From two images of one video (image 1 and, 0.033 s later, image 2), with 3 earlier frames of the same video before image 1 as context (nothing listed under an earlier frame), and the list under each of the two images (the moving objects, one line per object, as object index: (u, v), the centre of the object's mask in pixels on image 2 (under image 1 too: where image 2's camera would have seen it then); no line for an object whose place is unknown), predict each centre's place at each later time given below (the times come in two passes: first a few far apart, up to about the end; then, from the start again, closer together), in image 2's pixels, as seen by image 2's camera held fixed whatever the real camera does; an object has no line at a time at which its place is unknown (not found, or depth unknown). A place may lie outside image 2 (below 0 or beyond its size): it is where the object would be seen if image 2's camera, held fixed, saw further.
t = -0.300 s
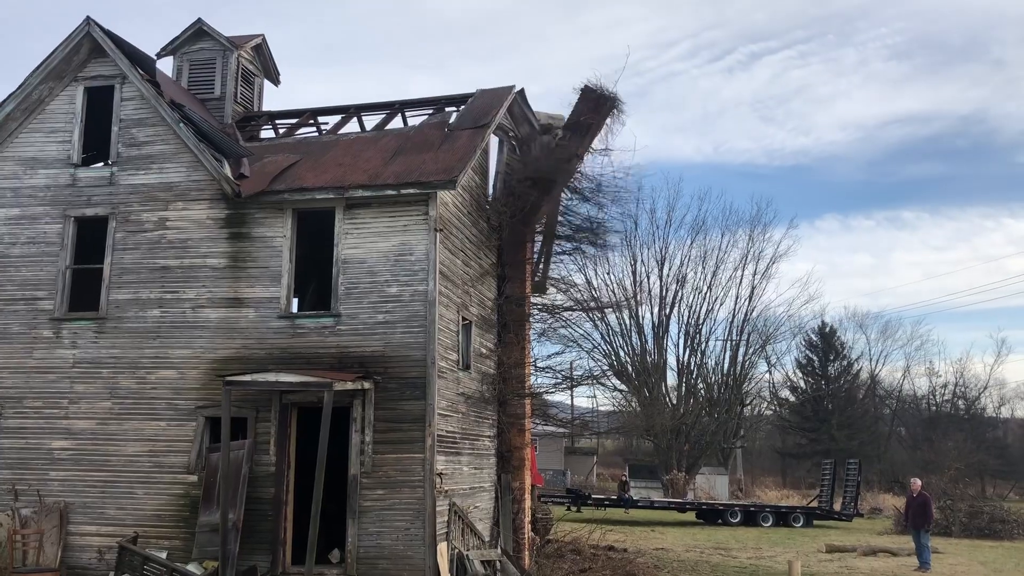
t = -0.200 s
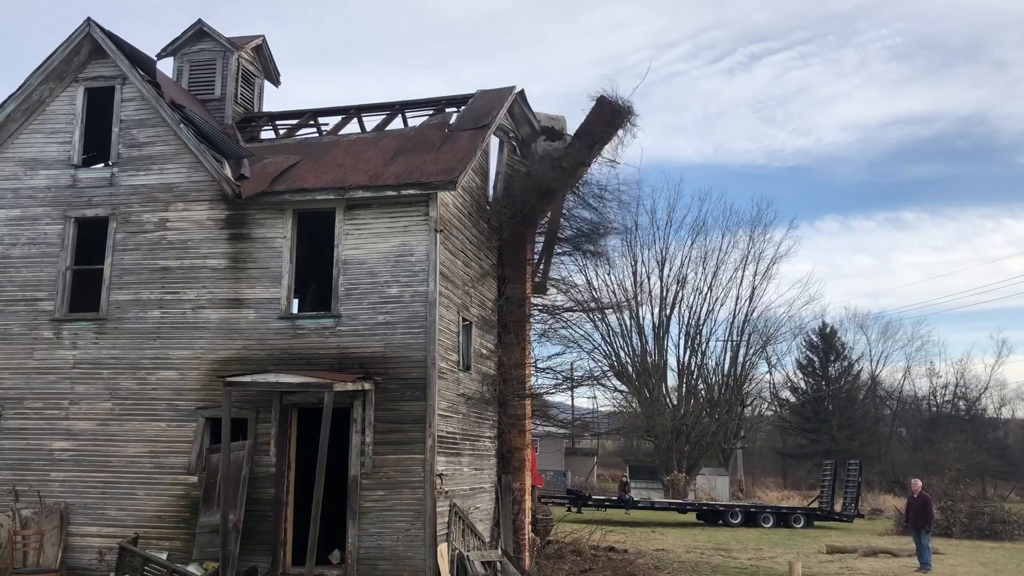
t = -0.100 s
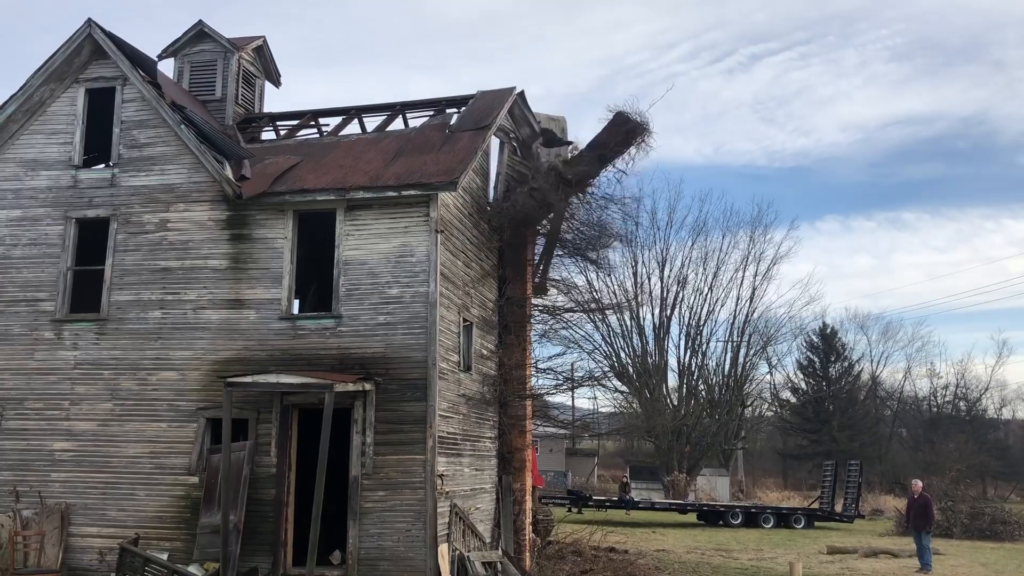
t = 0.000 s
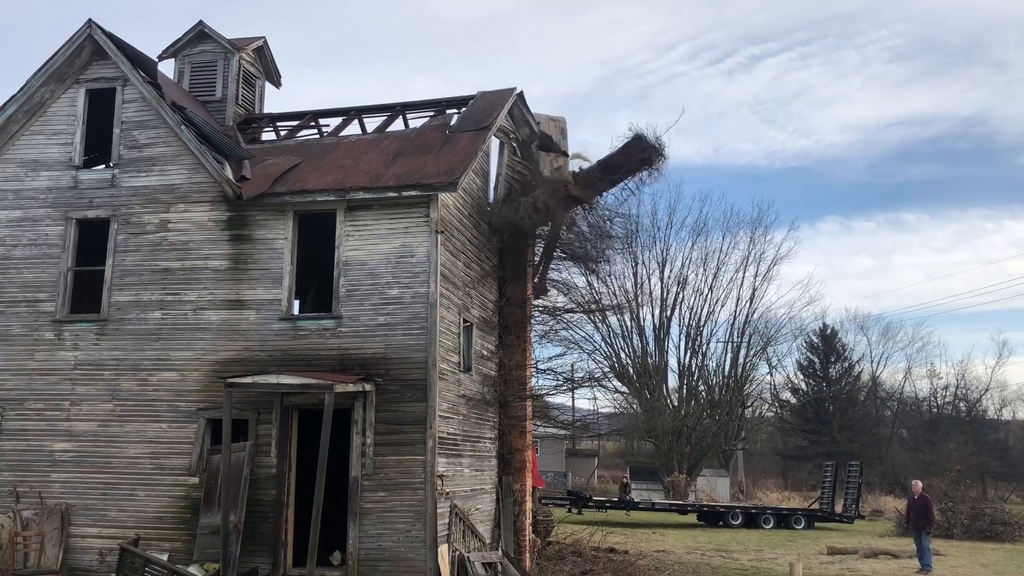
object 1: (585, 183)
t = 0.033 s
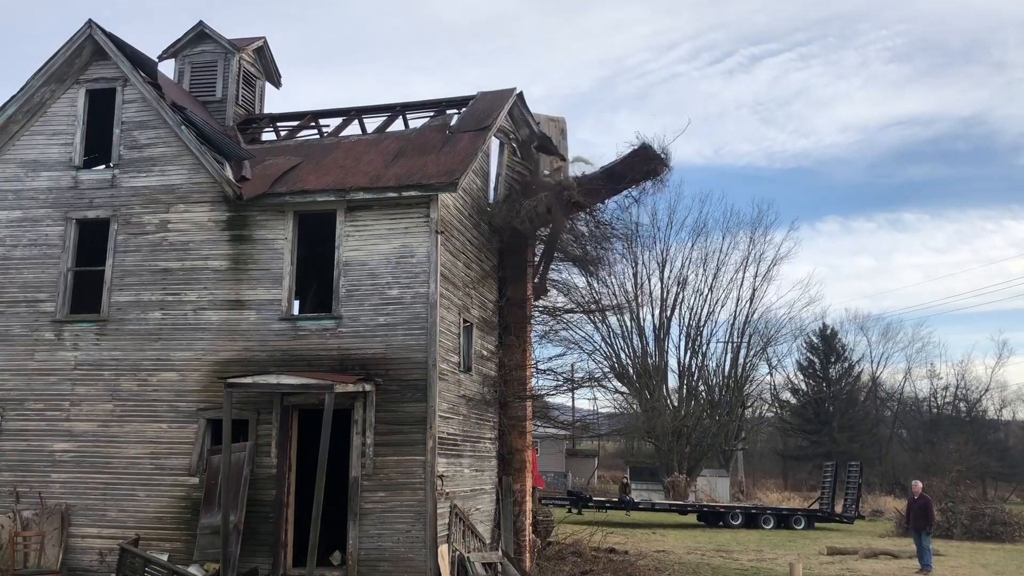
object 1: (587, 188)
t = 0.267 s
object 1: (620, 245)
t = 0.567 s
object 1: (648, 366)
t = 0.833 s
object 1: (628, 469)
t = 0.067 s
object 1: (588, 195)
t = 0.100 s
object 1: (592, 201)
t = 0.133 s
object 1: (596, 209)
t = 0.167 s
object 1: (605, 216)
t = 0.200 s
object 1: (609, 224)
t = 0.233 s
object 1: (615, 234)
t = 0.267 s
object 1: (620, 245)
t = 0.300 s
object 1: (621, 255)
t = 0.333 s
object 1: (626, 266)
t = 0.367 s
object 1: (625, 278)
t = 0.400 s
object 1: (627, 291)
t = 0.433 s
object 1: (633, 304)
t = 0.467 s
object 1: (636, 318)
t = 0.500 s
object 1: (642, 335)
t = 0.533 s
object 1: (643, 351)
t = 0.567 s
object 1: (648, 366)
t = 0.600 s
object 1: (652, 387)
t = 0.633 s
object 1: (661, 407)
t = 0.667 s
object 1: (654, 428)
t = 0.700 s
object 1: (658, 449)
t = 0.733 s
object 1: (661, 467)
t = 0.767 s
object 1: (662, 506)
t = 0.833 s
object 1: (628, 469)
